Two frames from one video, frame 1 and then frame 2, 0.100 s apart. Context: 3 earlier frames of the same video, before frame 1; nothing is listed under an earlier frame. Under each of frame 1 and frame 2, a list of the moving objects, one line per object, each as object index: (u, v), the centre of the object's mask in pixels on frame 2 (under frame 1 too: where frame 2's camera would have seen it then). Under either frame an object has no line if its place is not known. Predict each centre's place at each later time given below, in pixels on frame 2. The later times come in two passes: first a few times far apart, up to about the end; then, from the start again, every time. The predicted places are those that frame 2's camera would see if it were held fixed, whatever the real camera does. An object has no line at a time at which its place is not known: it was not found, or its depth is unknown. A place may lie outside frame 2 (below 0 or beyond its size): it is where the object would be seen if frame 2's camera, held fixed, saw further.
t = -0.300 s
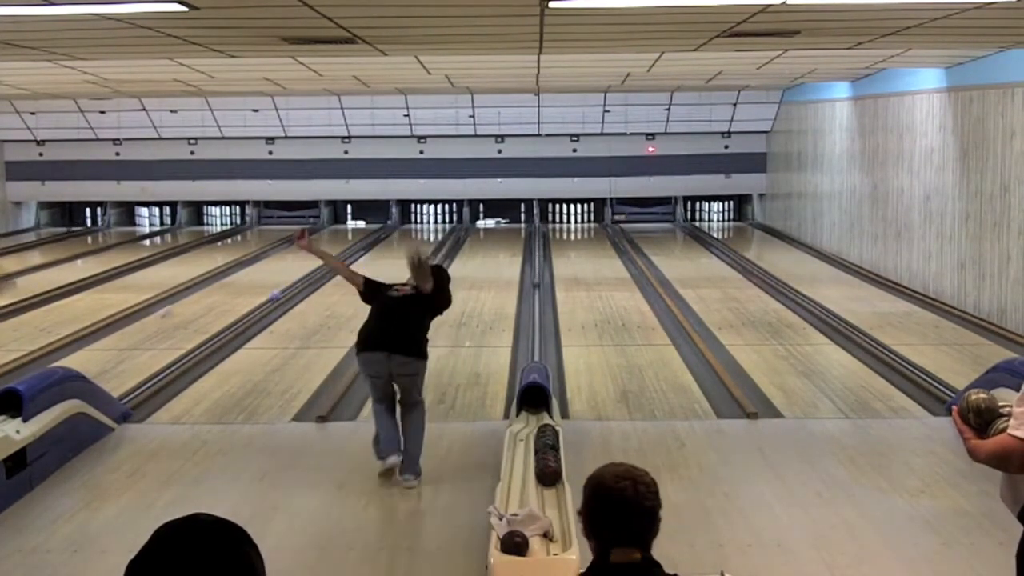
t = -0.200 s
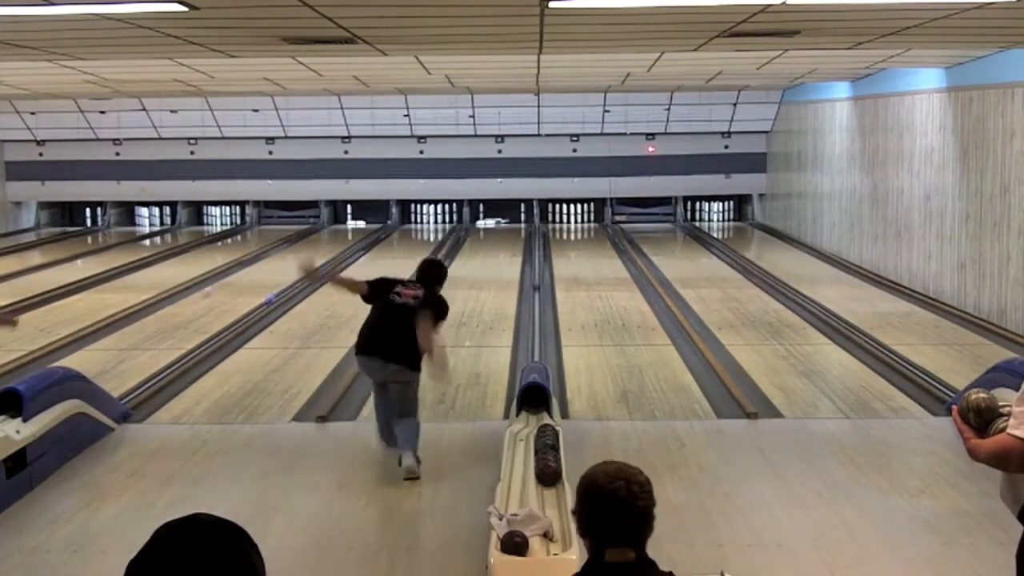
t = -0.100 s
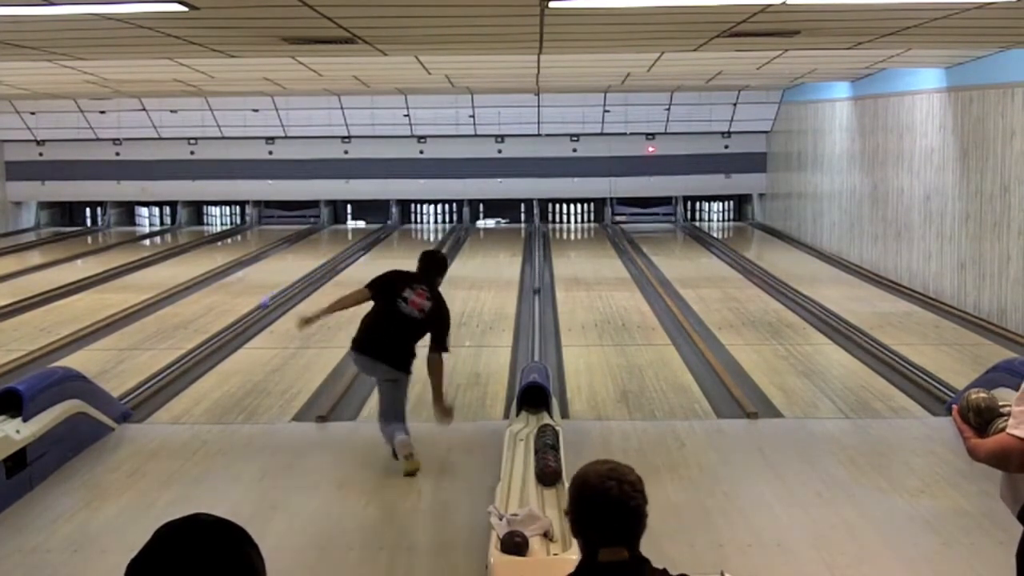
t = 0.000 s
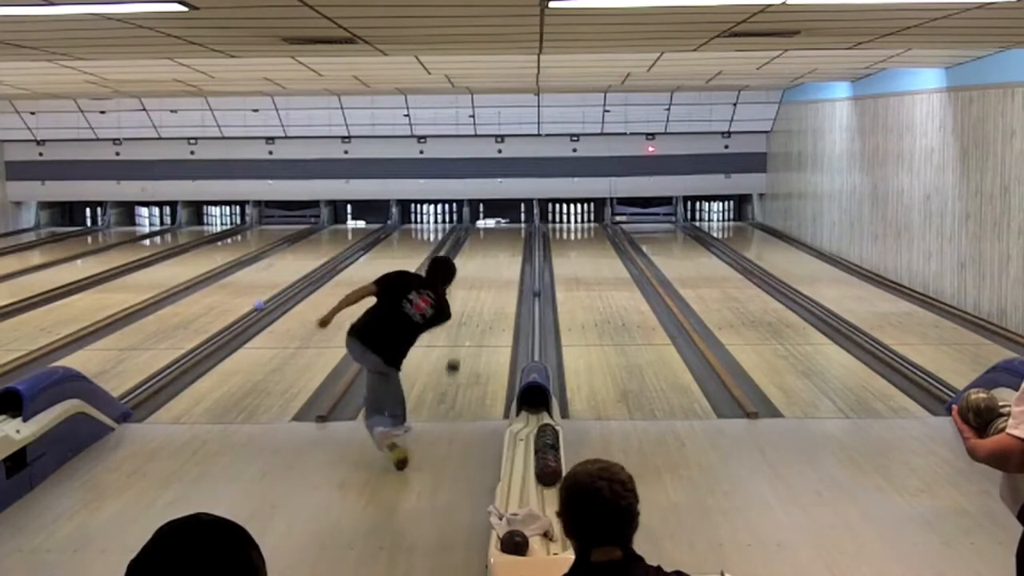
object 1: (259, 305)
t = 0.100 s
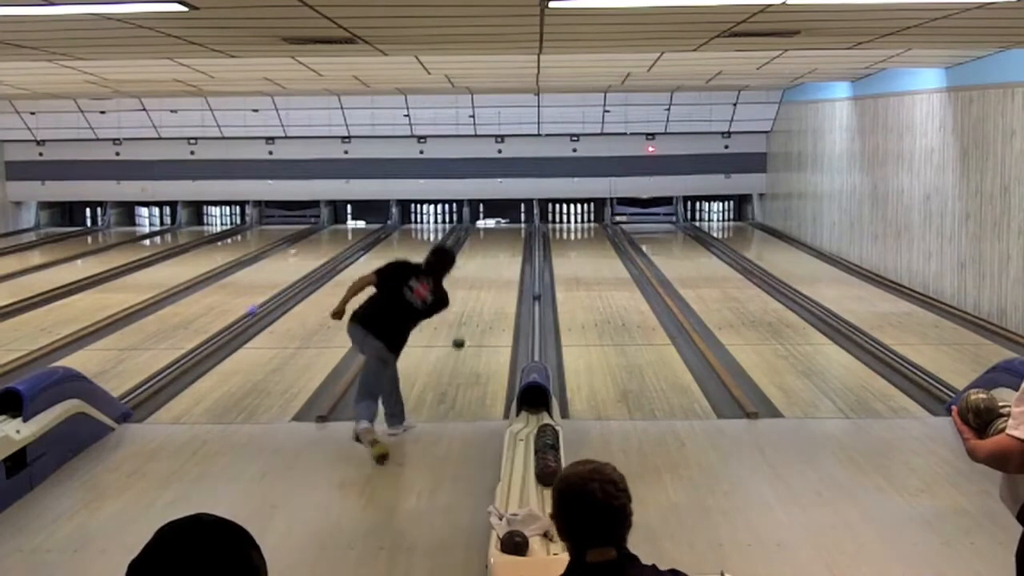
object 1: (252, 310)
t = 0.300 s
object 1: (240, 317)
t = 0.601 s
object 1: (219, 331)
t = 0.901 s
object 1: (194, 347)
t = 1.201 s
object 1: (167, 365)
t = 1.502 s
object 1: (134, 386)
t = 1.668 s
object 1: (117, 394)
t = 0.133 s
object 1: (251, 311)
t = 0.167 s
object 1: (249, 312)
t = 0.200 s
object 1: (247, 313)
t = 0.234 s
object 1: (245, 315)
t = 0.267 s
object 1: (242, 317)
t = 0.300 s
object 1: (240, 317)
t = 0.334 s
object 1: (238, 319)
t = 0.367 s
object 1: (236, 320)
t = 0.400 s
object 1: (234, 321)
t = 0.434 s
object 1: (231, 325)
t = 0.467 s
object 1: (229, 326)
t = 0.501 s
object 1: (226, 326)
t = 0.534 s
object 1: (223, 329)
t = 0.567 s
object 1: (222, 330)
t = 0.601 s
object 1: (219, 331)
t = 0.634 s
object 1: (216, 333)
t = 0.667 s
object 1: (213, 334)
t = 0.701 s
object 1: (211, 336)
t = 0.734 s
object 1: (209, 338)
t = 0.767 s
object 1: (205, 340)
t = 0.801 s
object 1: (203, 340)
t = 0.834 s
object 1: (200, 343)
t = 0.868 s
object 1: (198, 345)
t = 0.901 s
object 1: (194, 347)
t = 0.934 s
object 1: (192, 349)
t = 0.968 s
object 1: (188, 351)
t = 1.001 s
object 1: (185, 353)
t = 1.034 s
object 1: (183, 354)
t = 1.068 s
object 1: (179, 357)
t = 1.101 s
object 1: (176, 359)
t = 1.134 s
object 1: (173, 361)
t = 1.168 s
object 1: (170, 363)
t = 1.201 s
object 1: (167, 365)
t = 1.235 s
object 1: (163, 367)
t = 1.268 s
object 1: (160, 369)
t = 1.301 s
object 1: (156, 371)
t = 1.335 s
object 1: (153, 373)
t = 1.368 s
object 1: (149, 376)
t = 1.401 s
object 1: (146, 379)
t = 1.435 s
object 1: (141, 381)
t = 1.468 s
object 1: (138, 383)
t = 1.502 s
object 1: (134, 386)
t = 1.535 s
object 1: (130, 388)
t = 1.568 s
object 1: (126, 391)
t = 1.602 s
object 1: (122, 393)
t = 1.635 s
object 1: (120, 394)
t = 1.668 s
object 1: (117, 394)
